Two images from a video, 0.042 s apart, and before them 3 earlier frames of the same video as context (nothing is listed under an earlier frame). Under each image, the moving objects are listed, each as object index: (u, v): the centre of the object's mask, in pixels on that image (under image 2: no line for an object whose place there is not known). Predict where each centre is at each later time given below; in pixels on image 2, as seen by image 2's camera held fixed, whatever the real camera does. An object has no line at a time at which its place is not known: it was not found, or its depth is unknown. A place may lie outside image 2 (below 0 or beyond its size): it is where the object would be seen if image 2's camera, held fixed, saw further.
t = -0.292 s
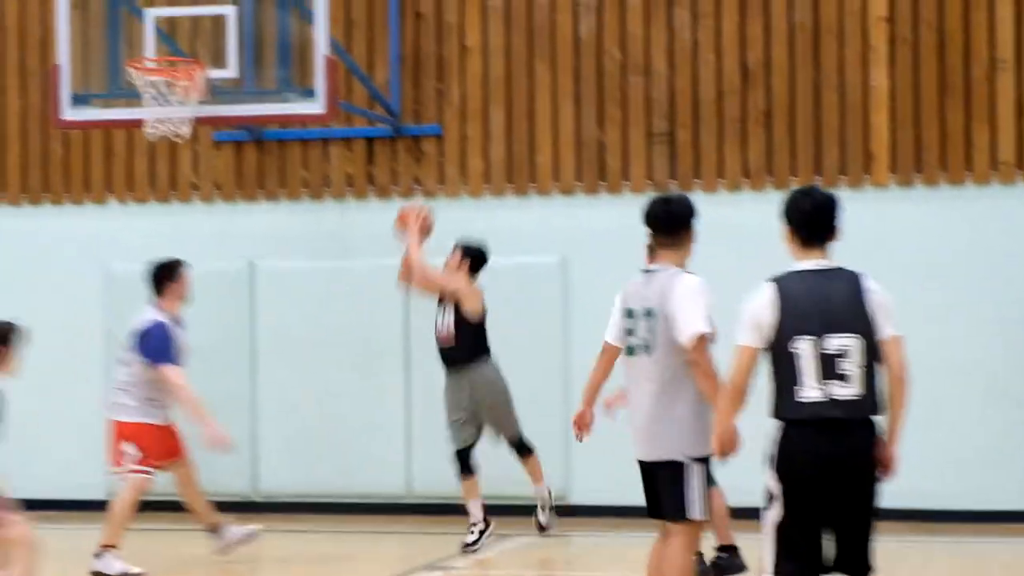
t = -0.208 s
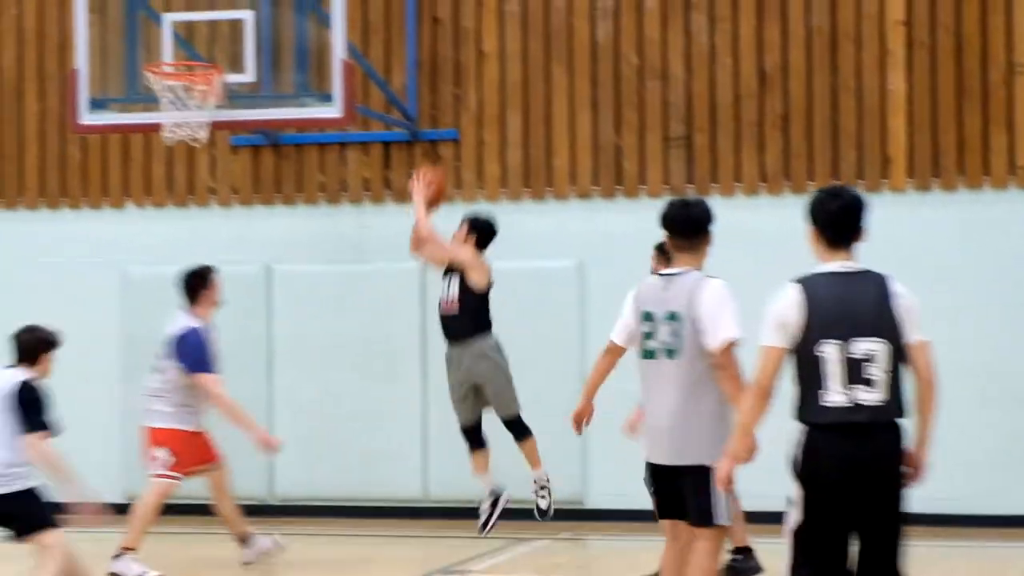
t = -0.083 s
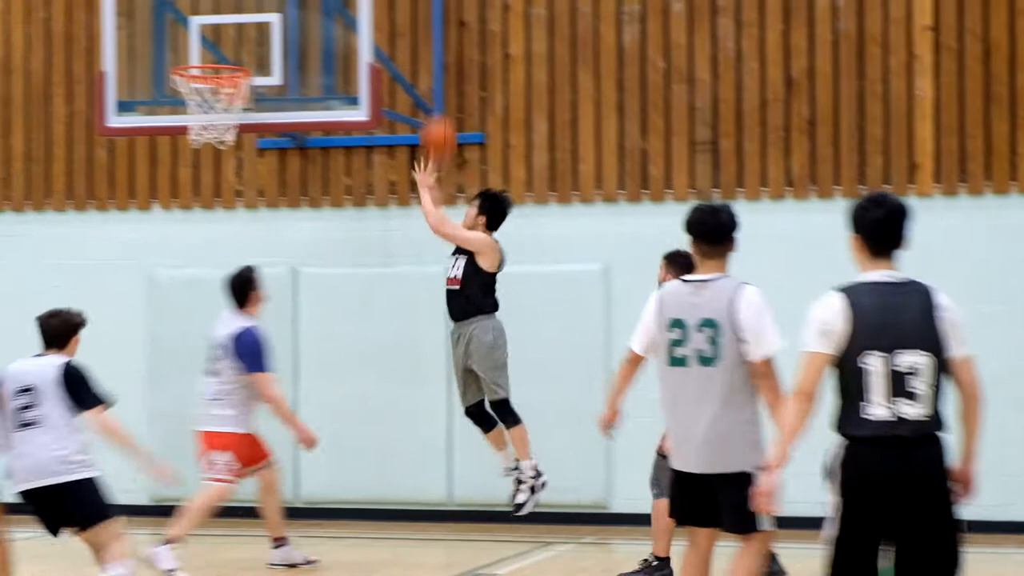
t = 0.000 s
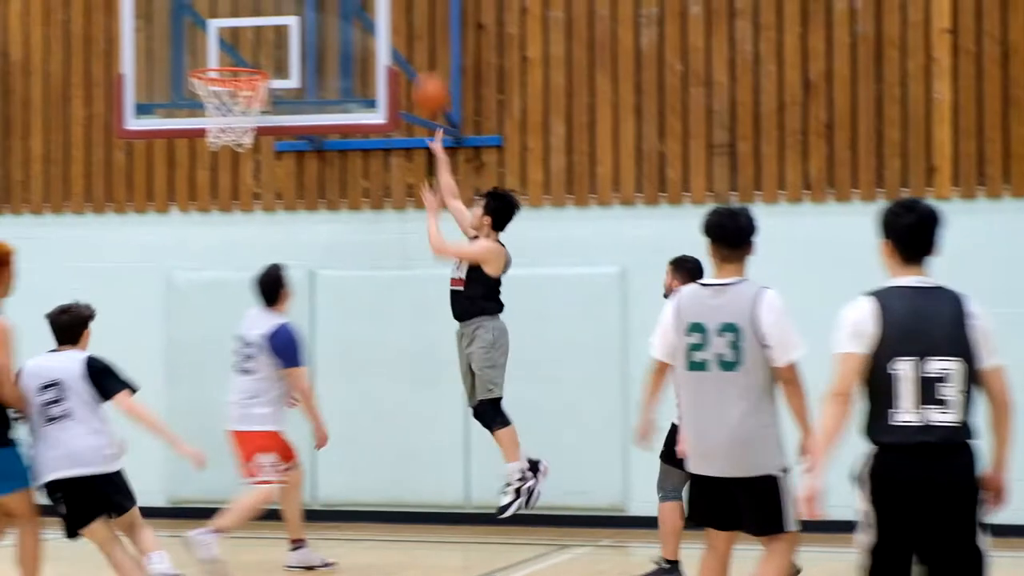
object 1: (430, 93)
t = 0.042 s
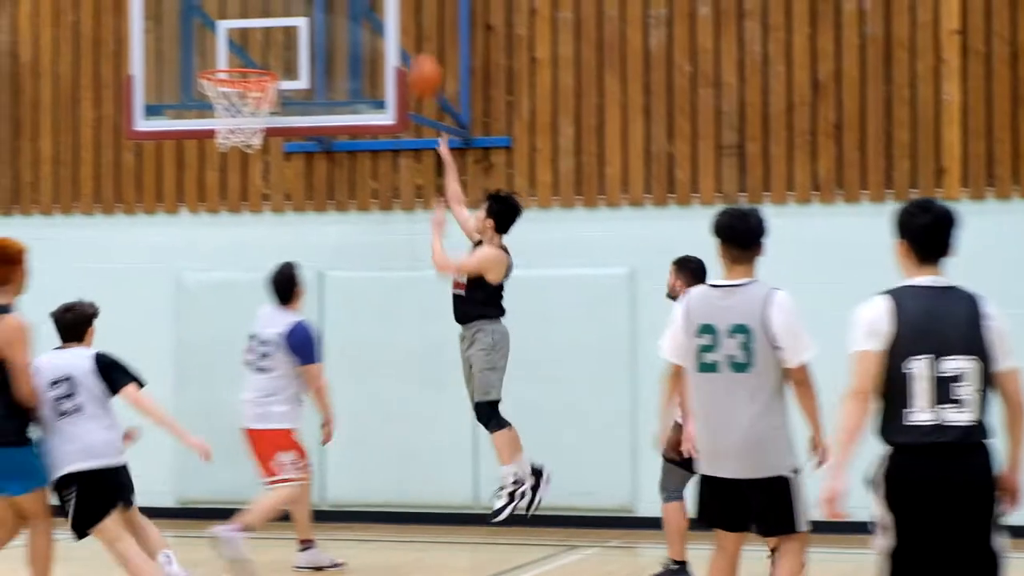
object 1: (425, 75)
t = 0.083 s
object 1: (411, 59)
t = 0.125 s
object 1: (396, 46)
